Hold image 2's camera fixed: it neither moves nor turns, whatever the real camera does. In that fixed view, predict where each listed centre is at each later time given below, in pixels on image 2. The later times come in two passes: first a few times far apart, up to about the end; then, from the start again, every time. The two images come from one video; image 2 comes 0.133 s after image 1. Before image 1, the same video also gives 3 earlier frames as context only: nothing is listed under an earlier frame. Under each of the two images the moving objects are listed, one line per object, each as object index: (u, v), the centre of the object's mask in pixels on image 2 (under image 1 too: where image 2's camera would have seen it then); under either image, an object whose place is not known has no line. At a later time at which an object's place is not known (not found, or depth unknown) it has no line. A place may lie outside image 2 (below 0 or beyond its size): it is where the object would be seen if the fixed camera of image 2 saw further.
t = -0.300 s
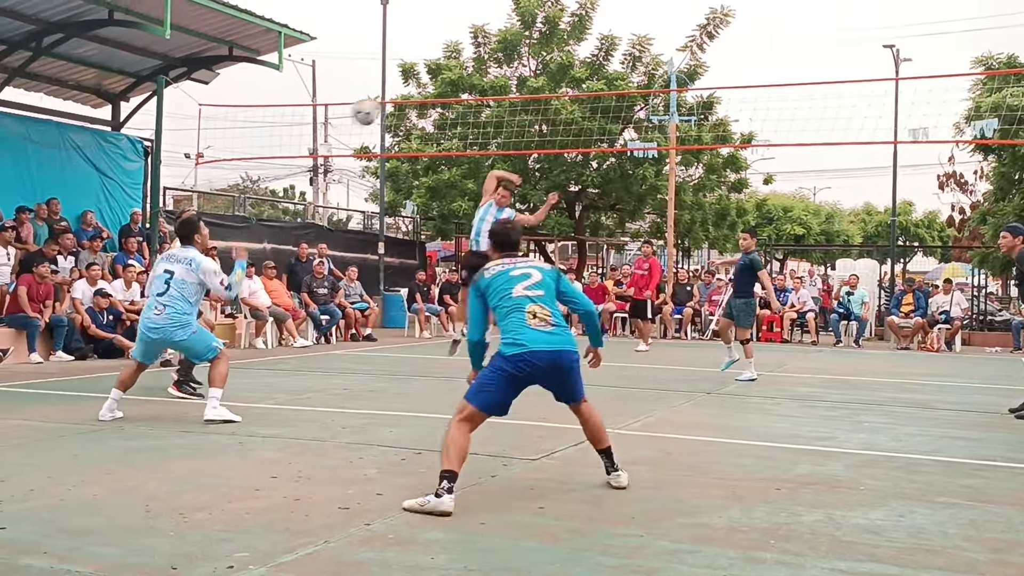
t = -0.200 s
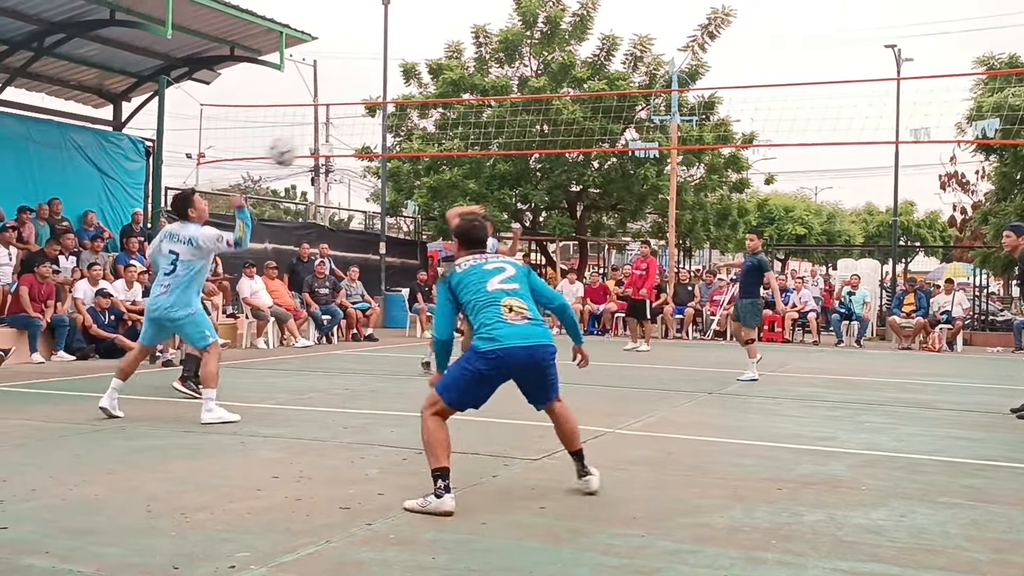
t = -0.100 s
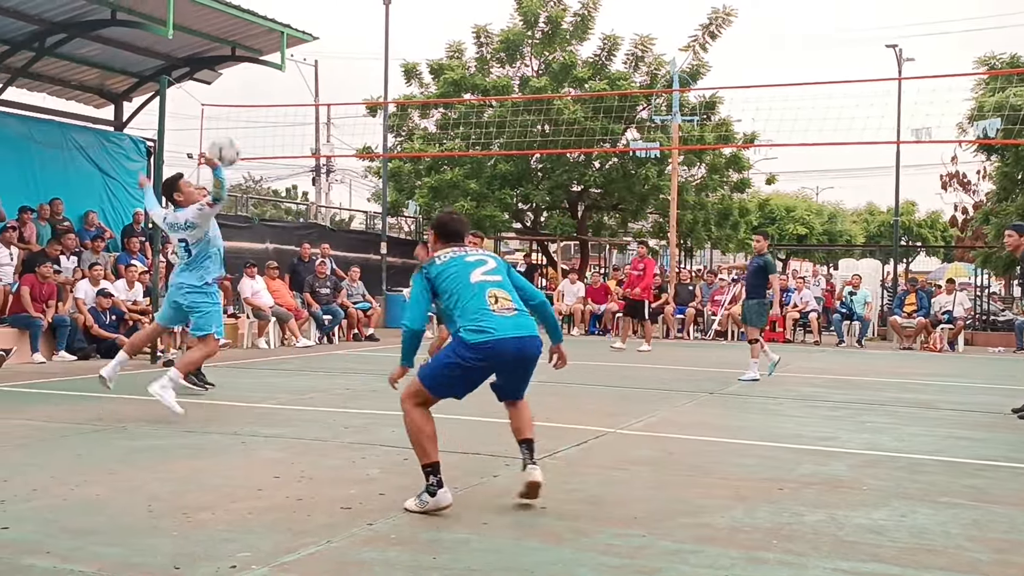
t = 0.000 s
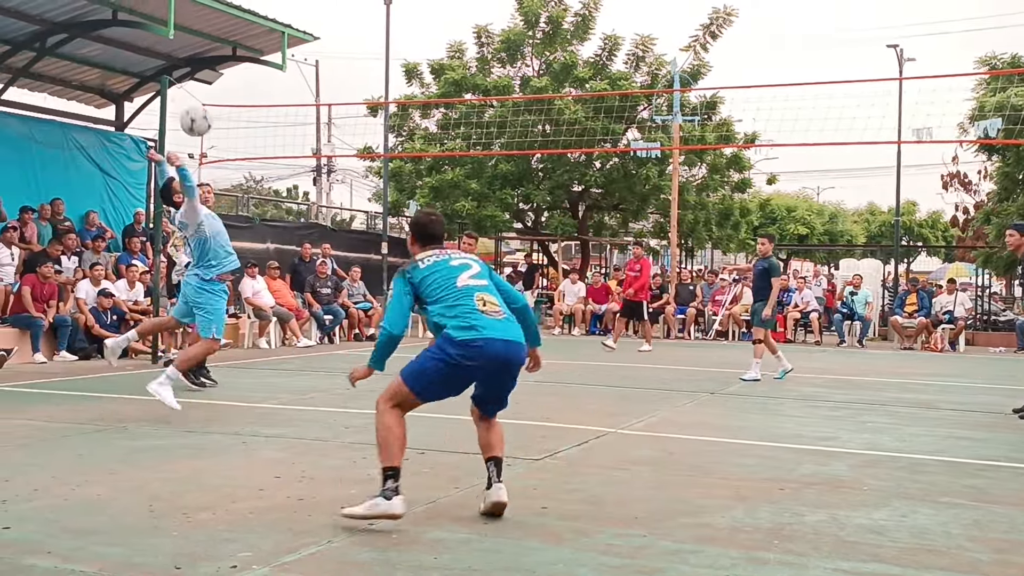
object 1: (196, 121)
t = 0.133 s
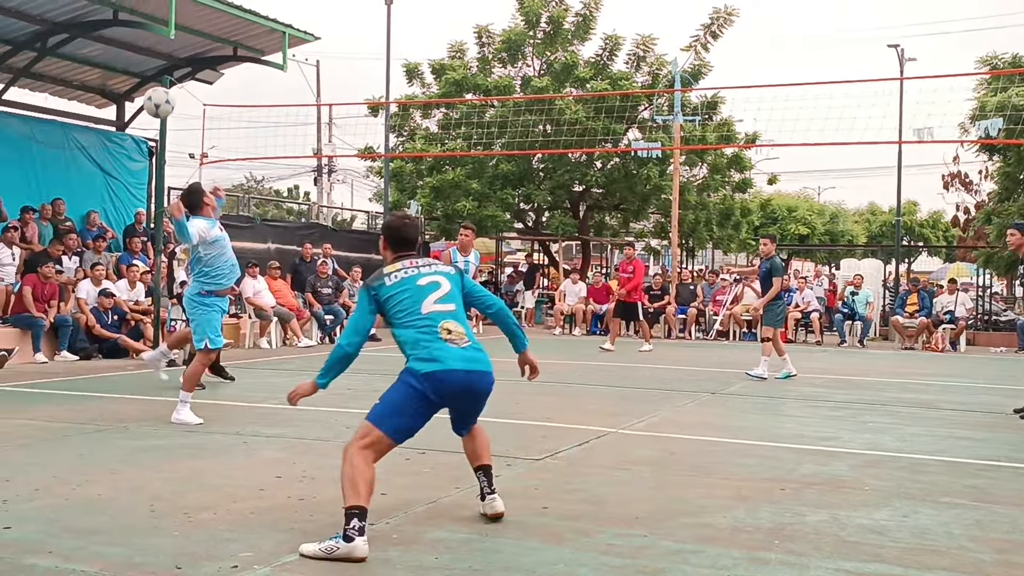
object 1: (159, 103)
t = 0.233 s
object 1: (132, 105)
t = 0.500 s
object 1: (60, 173)
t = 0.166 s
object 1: (150, 102)
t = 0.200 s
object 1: (141, 102)
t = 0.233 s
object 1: (132, 105)
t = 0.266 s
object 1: (123, 108)
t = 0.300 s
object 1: (113, 114)
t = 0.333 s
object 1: (105, 120)
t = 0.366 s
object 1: (95, 129)
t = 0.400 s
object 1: (87, 137)
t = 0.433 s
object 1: (78, 147)
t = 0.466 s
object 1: (69, 160)
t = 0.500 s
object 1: (60, 173)
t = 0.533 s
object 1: (52, 188)
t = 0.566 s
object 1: (43, 204)
